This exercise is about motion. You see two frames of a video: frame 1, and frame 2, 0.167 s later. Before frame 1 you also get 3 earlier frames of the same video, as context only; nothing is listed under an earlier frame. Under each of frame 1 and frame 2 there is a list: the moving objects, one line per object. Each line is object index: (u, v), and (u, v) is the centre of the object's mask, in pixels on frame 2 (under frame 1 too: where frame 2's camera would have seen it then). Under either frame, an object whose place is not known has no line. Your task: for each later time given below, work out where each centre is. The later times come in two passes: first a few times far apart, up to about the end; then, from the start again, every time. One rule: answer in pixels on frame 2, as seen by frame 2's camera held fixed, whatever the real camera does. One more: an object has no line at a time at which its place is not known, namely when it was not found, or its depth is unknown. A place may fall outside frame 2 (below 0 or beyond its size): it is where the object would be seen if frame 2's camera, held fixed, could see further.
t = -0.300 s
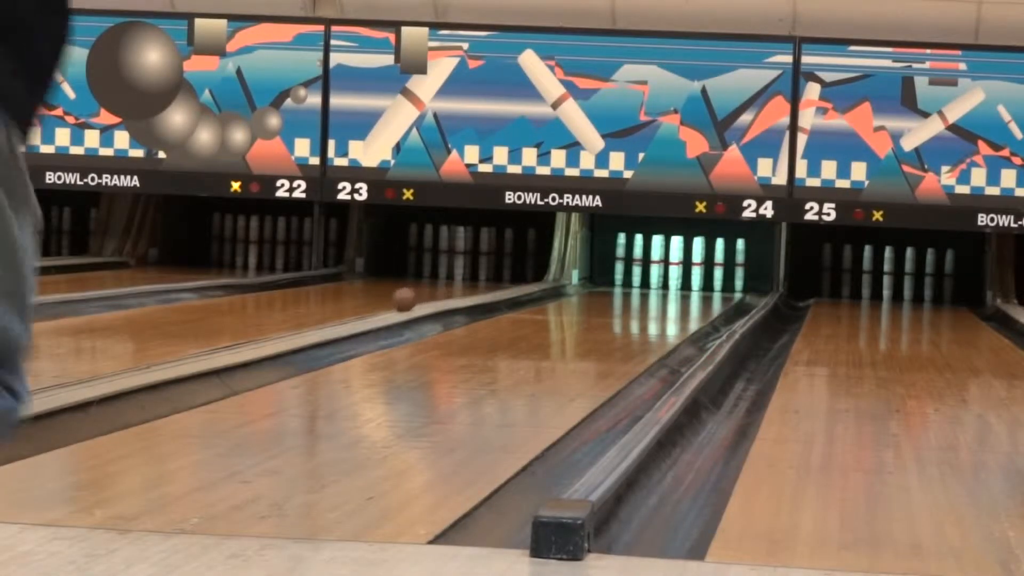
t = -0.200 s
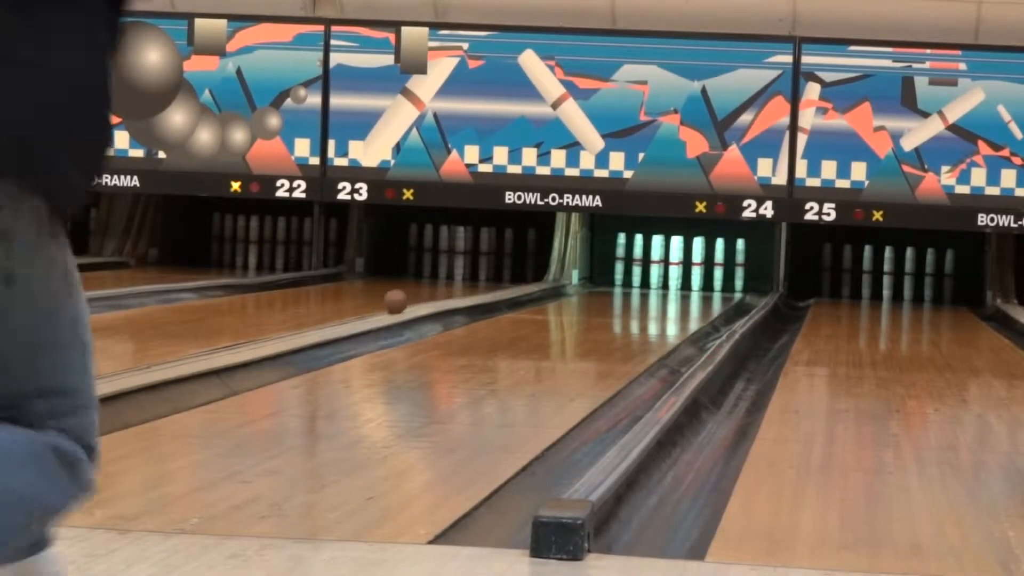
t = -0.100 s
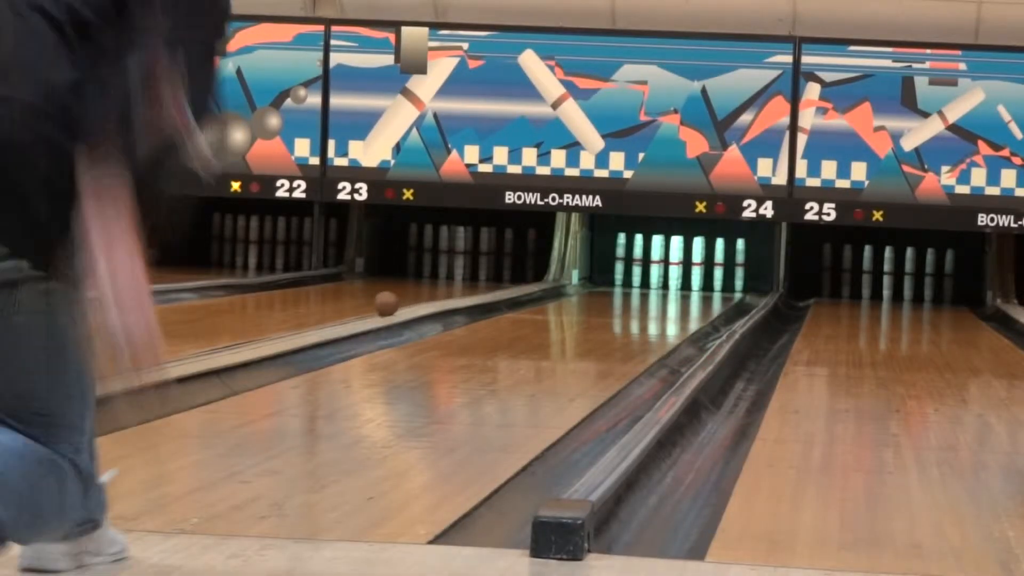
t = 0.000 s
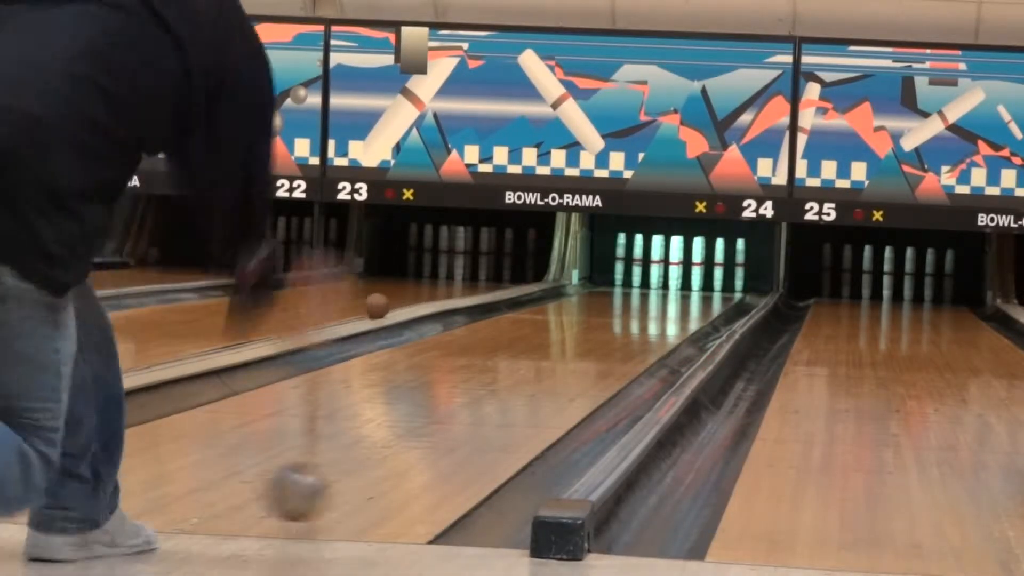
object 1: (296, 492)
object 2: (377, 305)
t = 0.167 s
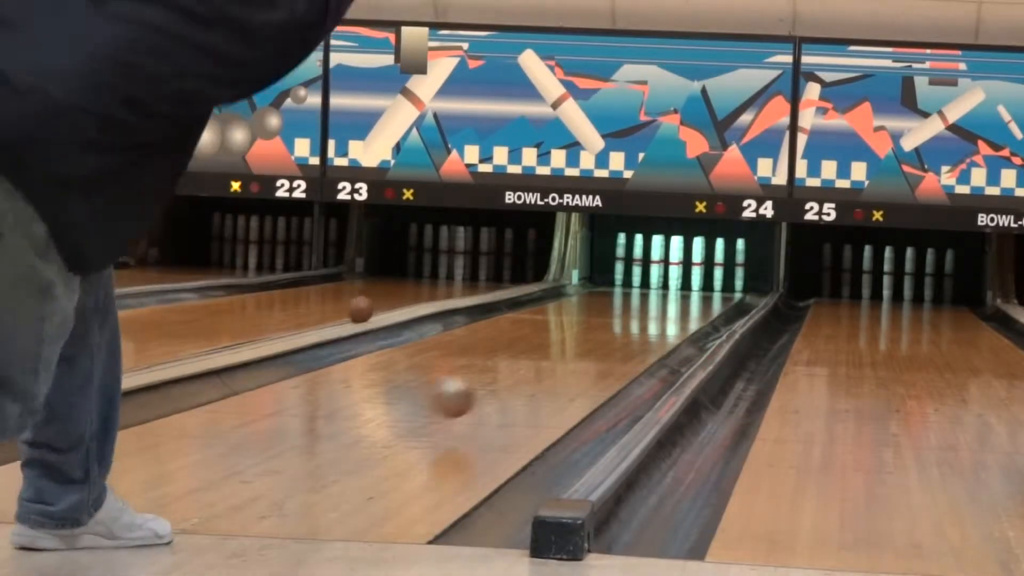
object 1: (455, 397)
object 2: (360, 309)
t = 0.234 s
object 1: (492, 393)
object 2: (354, 310)
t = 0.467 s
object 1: (578, 342)
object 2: (327, 316)
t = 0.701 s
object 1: (626, 315)
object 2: (298, 321)
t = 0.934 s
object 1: (655, 300)
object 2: (265, 328)
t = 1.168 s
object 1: (674, 287)
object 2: (229, 338)
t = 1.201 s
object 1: (677, 286)
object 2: (223, 338)
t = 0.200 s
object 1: (473, 394)
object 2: (357, 309)
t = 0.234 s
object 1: (492, 393)
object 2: (354, 310)
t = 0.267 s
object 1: (509, 382)
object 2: (350, 310)
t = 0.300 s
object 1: (523, 373)
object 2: (347, 311)
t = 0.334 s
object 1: (536, 365)
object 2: (342, 312)
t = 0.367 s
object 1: (548, 360)
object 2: (339, 314)
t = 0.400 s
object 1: (558, 354)
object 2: (334, 314)
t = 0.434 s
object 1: (568, 346)
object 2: (330, 315)
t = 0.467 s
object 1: (578, 342)
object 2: (327, 316)
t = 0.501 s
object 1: (587, 337)
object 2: (323, 317)
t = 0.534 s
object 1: (595, 332)
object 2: (319, 317)
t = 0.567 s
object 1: (602, 329)
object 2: (314, 318)
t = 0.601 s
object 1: (608, 325)
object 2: (311, 320)
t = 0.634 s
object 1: (614, 321)
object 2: (306, 320)
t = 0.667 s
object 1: (620, 319)
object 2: (302, 320)
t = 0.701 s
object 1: (626, 315)
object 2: (298, 321)
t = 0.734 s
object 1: (630, 313)
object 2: (293, 322)
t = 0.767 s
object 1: (635, 310)
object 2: (289, 323)
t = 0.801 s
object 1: (641, 308)
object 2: (285, 326)
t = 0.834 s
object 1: (645, 306)
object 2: (280, 325)
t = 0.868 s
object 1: (648, 304)
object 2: (275, 328)
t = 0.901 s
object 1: (652, 302)
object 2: (270, 329)
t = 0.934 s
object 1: (655, 300)
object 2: (265, 328)
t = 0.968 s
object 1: (658, 298)
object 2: (260, 329)
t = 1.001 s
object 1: (662, 296)
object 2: (255, 331)
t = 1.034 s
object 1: (664, 294)
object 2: (250, 334)
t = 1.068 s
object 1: (667, 292)
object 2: (245, 335)
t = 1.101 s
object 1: (669, 290)
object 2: (239, 336)
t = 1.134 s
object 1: (672, 289)
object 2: (234, 337)
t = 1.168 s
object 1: (674, 287)
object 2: (229, 338)
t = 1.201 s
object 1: (677, 286)
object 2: (223, 338)
